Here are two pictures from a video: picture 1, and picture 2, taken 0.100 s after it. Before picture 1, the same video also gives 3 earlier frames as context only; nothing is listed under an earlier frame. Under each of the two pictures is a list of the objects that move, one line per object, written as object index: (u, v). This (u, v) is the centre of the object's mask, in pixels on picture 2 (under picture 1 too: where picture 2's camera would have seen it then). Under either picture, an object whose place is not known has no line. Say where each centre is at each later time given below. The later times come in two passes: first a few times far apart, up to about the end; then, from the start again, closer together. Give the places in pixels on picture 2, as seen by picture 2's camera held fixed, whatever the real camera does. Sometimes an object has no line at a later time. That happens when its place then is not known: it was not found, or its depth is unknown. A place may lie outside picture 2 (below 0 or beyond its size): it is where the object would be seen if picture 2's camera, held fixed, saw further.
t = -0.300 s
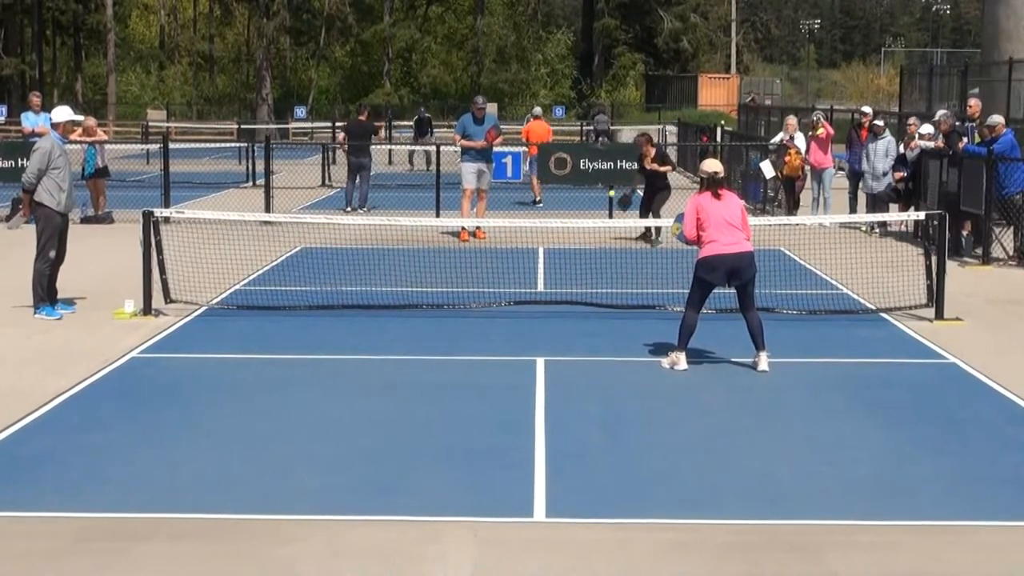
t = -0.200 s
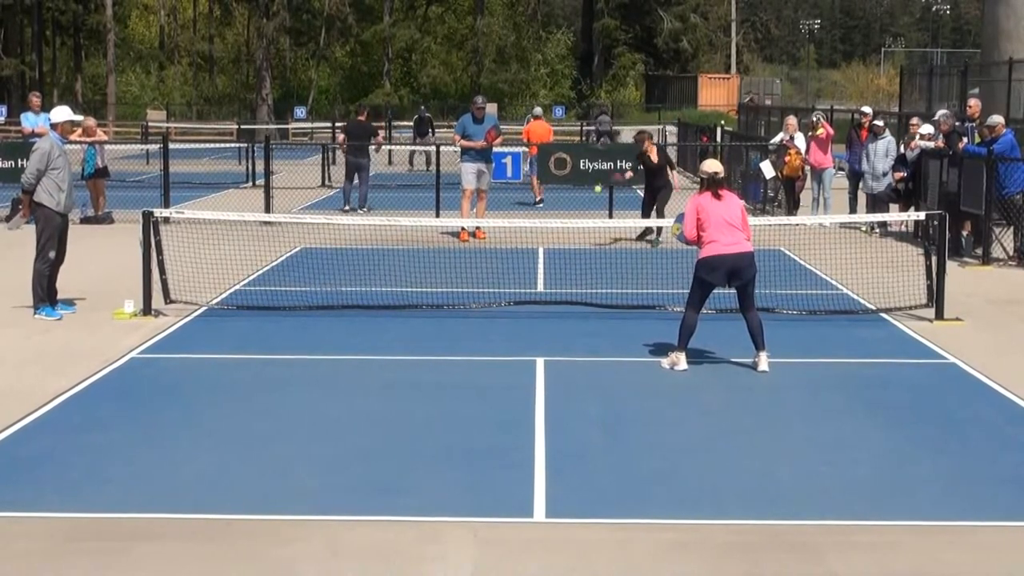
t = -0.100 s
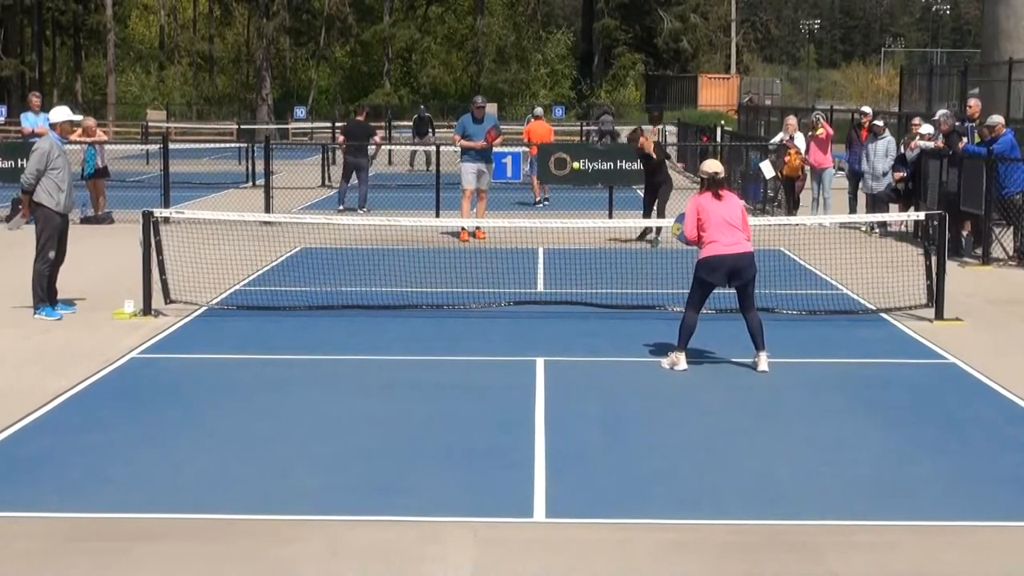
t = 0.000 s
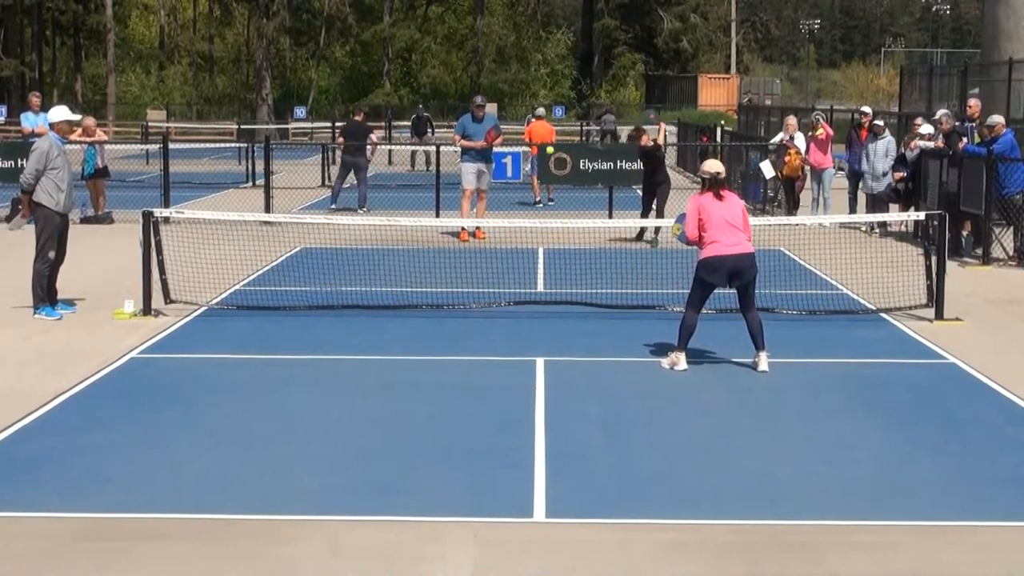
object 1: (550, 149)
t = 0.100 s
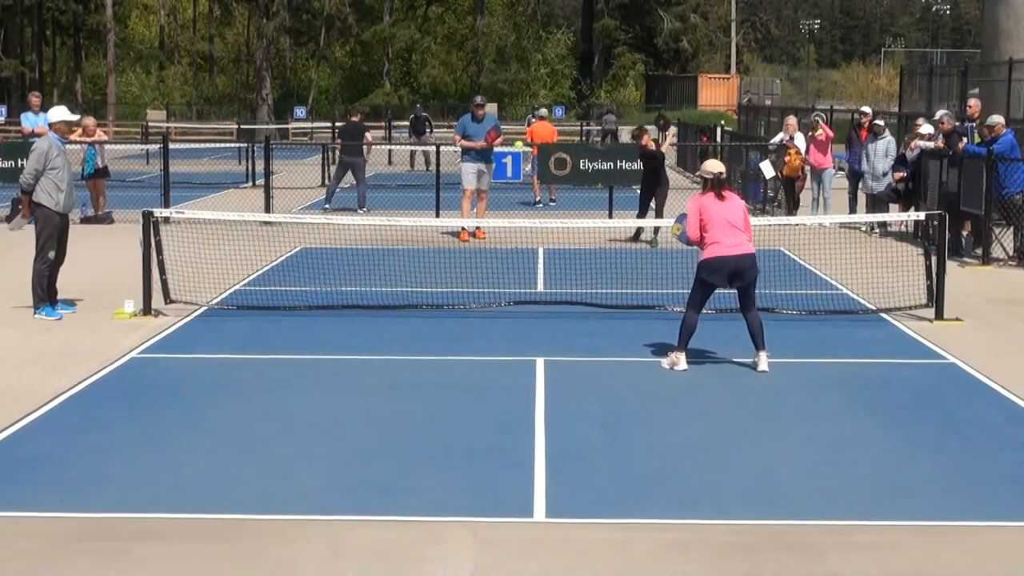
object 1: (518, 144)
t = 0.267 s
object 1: (454, 165)
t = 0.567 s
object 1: (280, 340)
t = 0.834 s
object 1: (101, 405)
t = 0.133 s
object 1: (507, 144)
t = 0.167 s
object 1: (494, 148)
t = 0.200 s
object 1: (481, 152)
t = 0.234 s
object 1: (467, 157)
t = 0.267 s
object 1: (454, 165)
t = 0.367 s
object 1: (405, 199)
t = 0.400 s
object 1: (388, 215)
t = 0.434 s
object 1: (369, 234)
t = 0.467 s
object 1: (348, 256)
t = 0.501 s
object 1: (327, 280)
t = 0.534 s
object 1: (304, 309)
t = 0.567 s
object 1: (280, 340)
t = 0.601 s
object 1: (255, 375)
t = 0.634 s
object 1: (228, 414)
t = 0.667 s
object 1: (200, 454)
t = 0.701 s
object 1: (182, 440)
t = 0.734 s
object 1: (163, 428)
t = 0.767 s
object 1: (143, 418)
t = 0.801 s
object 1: (123, 411)
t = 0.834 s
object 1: (101, 405)
